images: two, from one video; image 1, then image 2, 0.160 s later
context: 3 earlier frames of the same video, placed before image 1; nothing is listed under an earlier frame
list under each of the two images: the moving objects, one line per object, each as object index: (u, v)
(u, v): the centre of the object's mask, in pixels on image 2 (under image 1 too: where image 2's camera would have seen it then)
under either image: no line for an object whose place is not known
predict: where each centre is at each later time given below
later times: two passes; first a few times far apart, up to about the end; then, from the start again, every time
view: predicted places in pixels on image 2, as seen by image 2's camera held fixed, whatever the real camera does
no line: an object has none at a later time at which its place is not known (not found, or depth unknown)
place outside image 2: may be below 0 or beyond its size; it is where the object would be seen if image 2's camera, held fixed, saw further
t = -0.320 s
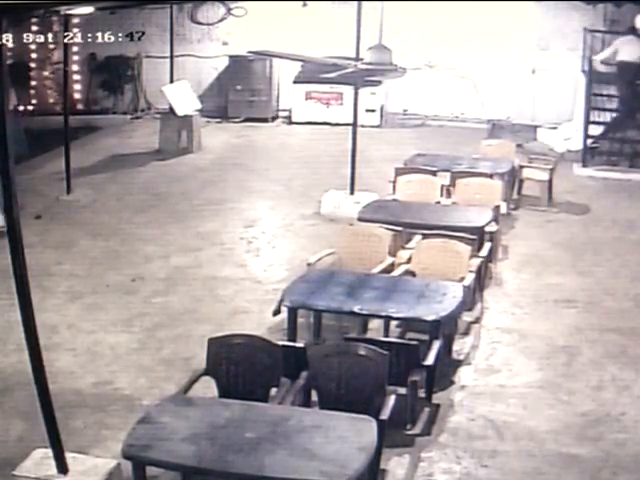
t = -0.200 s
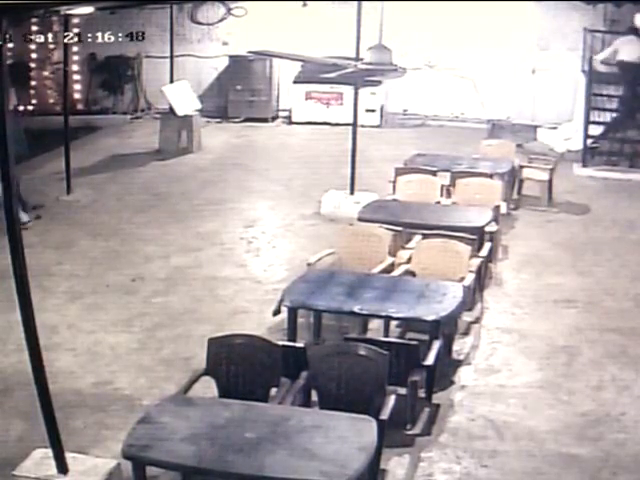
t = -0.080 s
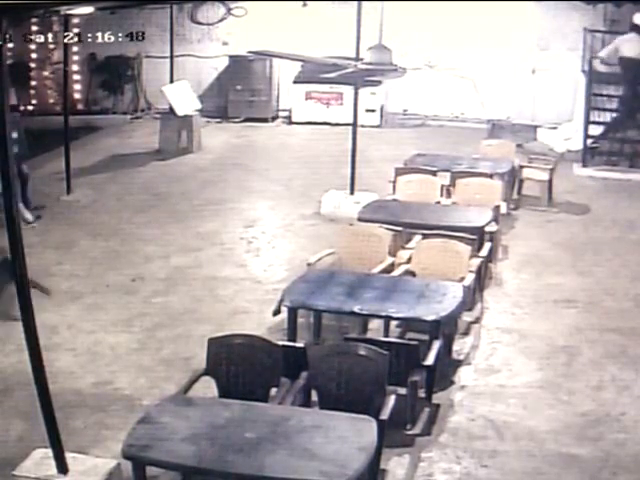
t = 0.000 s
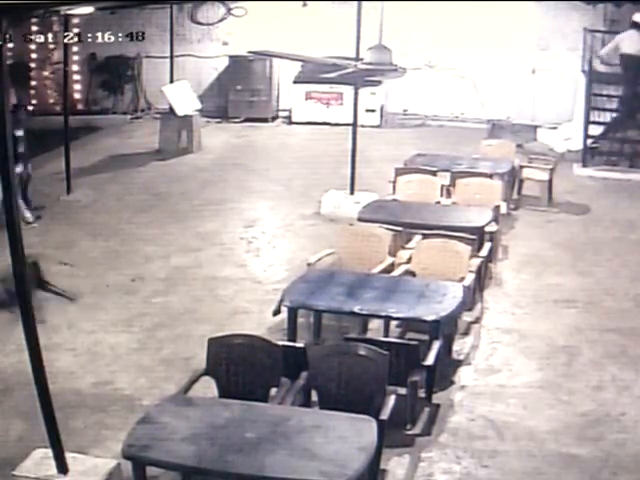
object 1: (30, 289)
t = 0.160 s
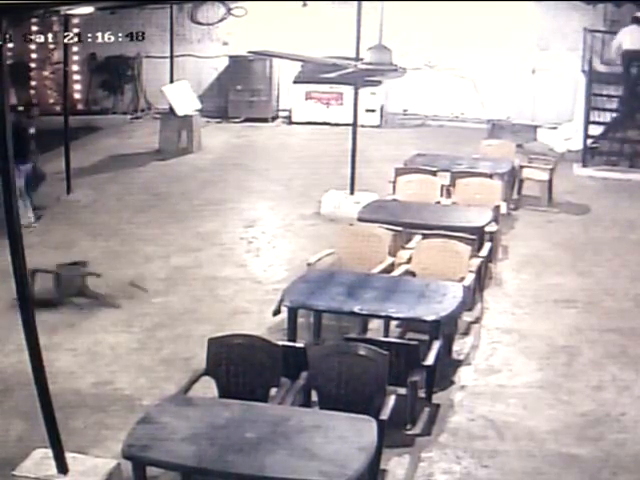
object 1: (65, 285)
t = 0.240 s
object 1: (82, 283)
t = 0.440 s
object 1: (131, 285)
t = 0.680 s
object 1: (175, 286)
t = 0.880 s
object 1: (196, 286)
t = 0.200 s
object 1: (76, 285)
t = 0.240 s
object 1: (82, 283)
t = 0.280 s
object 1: (97, 283)
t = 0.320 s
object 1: (106, 283)
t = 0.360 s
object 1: (115, 283)
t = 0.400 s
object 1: (126, 285)
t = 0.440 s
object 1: (131, 285)
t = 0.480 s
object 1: (144, 287)
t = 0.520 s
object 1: (148, 289)
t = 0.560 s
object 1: (155, 289)
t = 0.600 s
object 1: (162, 288)
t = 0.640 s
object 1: (167, 287)
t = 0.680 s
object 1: (175, 286)
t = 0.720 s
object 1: (180, 286)
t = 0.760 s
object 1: (185, 286)
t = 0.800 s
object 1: (189, 287)
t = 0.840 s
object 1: (192, 287)
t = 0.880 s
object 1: (196, 286)
